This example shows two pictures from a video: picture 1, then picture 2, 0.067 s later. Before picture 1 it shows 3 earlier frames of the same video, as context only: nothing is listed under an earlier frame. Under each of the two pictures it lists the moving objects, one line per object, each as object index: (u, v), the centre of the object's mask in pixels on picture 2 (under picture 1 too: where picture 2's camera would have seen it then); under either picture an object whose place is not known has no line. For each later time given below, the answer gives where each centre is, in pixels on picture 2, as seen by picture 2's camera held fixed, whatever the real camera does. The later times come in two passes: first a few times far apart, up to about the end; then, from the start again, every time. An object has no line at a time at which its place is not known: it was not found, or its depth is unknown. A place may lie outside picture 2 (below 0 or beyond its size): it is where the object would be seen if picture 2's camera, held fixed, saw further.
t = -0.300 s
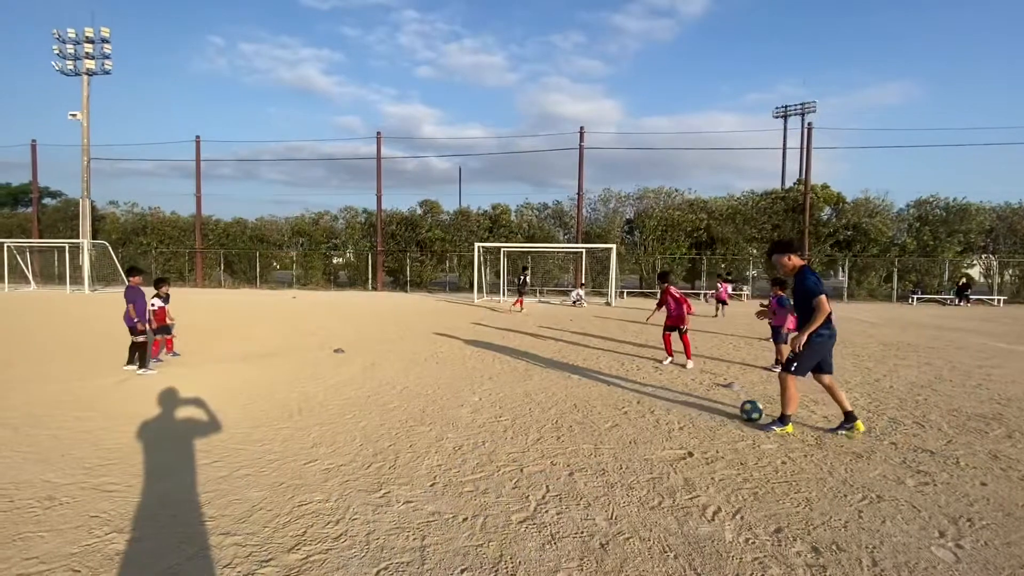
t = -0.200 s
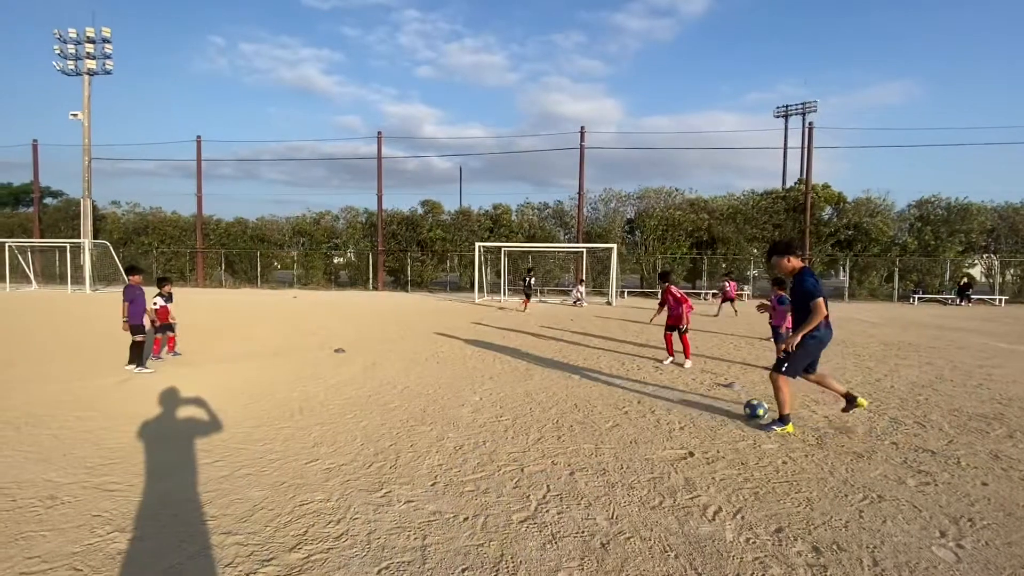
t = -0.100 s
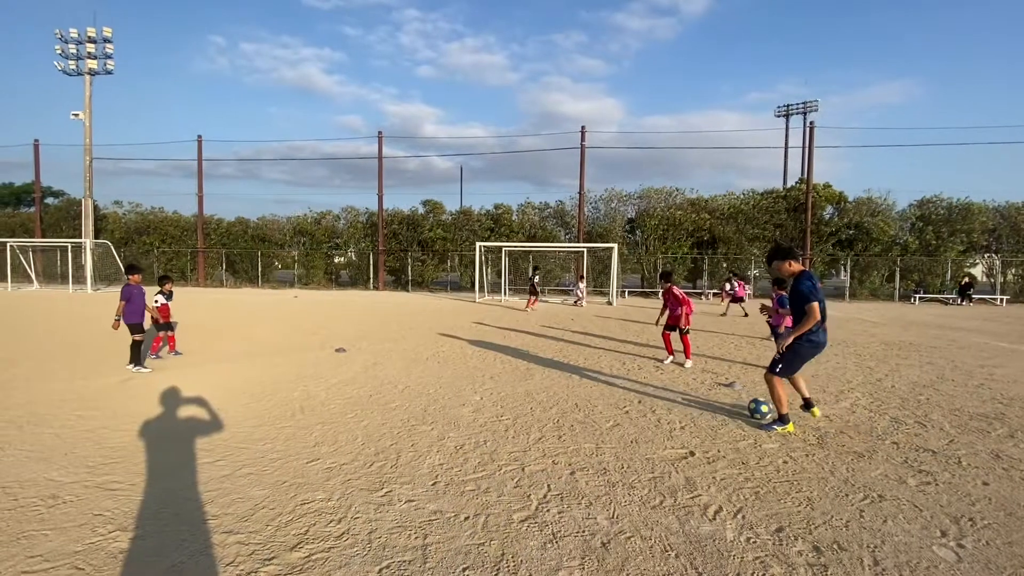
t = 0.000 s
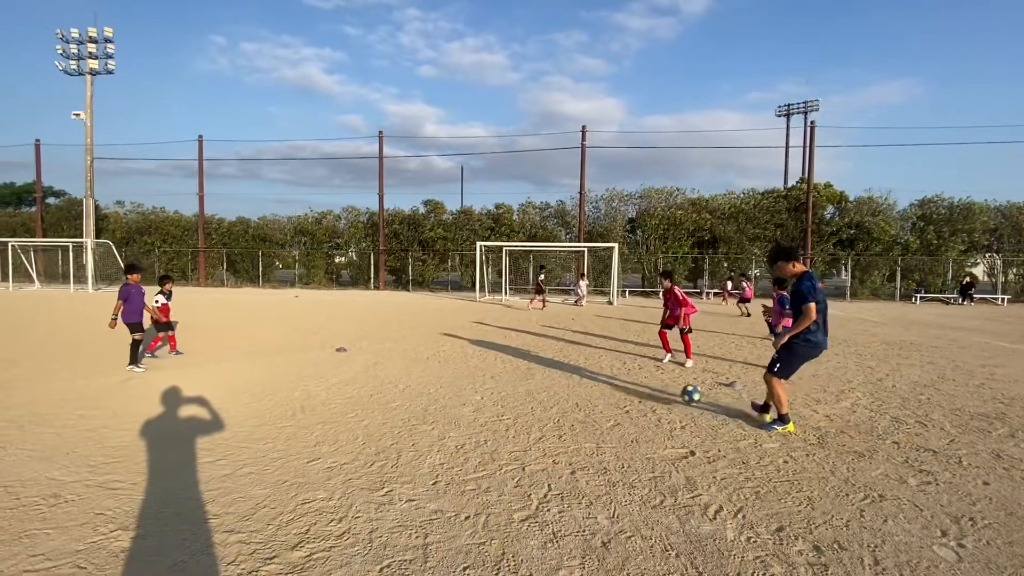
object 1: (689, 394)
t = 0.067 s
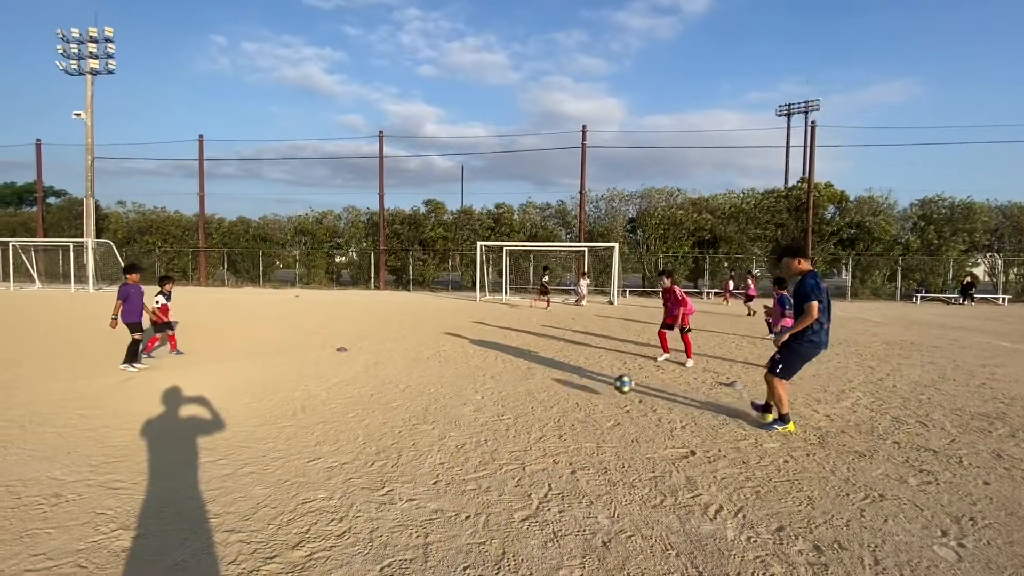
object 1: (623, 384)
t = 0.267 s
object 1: (465, 375)
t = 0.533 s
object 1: (344, 359)
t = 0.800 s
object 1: (272, 349)
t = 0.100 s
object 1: (594, 381)
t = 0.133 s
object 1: (564, 378)
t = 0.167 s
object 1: (537, 375)
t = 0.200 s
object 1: (511, 375)
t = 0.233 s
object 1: (487, 375)
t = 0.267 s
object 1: (465, 375)
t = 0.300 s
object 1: (445, 371)
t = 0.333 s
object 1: (427, 370)
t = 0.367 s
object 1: (410, 368)
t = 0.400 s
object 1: (394, 367)
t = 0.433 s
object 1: (381, 365)
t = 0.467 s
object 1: (369, 362)
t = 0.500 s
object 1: (356, 361)
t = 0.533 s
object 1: (344, 359)
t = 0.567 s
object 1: (332, 360)
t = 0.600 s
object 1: (322, 358)
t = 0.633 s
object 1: (313, 356)
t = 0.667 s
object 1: (303, 356)
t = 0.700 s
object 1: (296, 353)
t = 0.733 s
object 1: (287, 351)
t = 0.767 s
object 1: (280, 350)
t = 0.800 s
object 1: (272, 349)
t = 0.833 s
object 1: (265, 349)
